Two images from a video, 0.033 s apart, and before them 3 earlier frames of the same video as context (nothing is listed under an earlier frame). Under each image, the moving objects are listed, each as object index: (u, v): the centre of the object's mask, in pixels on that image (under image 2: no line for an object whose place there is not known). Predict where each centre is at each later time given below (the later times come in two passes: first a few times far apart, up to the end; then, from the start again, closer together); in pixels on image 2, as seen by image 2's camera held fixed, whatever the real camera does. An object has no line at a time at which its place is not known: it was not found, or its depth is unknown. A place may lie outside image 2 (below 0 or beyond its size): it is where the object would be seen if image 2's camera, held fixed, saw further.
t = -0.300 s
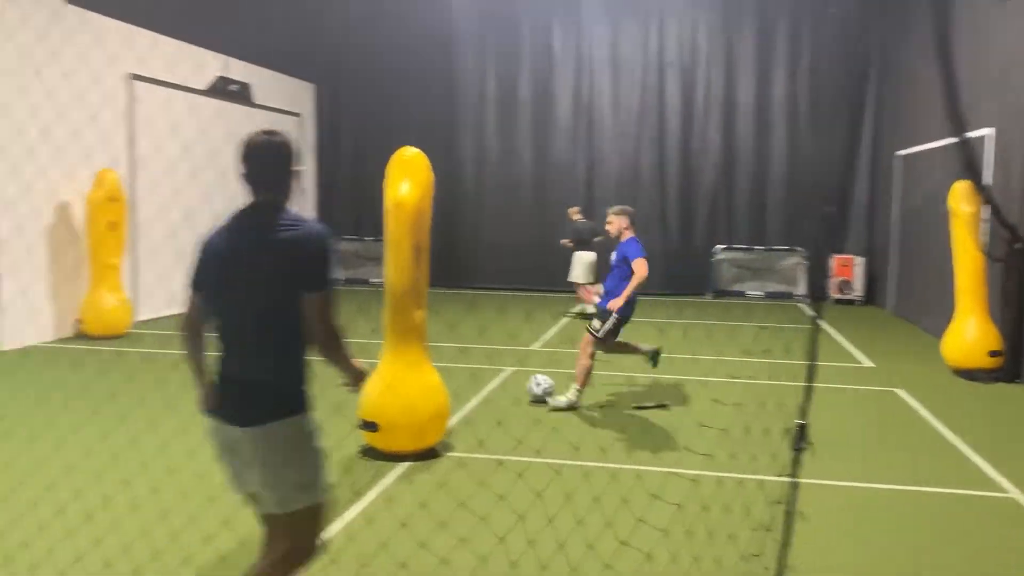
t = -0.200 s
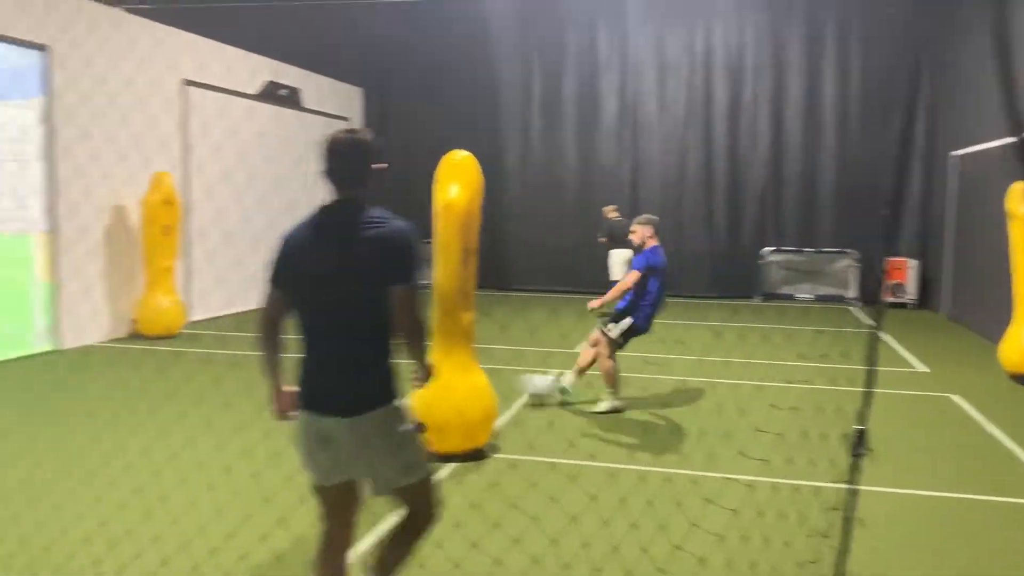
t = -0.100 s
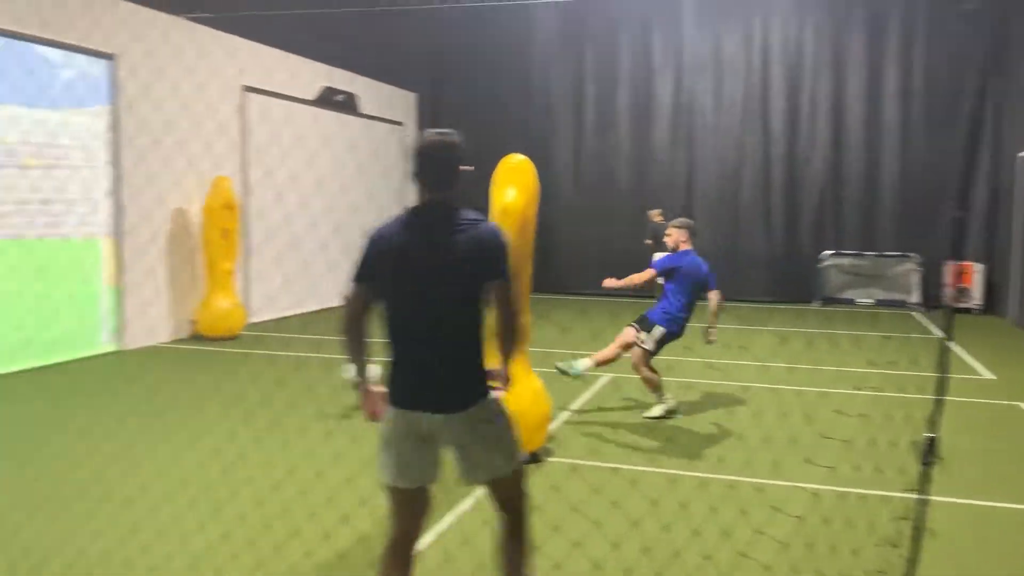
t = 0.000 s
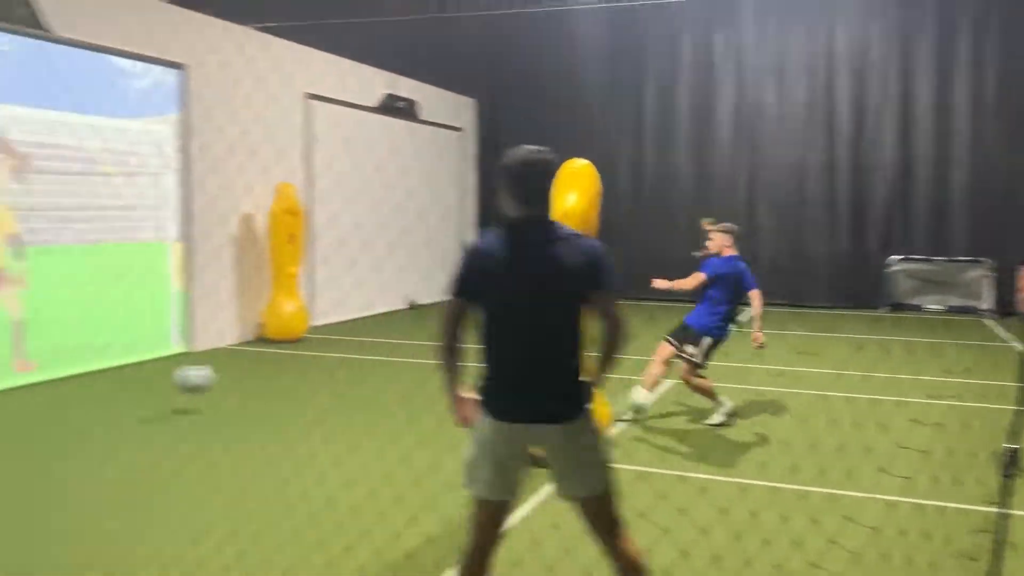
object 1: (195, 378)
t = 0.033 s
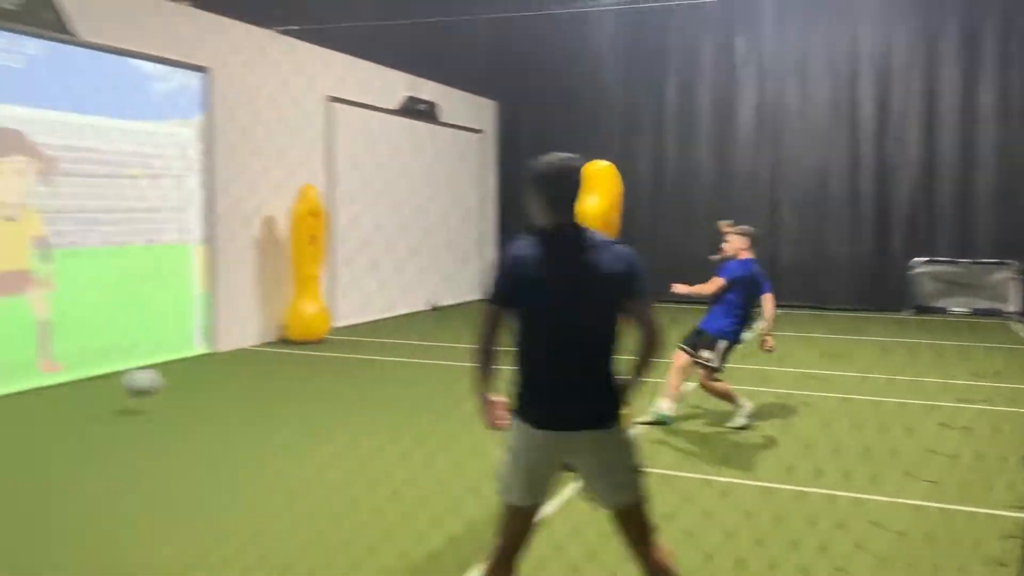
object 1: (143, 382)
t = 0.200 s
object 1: (-47, 371)
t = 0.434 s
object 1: (83, 286)
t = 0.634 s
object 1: (248, 263)
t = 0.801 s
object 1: (473, 311)
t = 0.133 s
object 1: (-72, 407)
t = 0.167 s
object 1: (-61, 386)
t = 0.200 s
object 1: (-47, 371)
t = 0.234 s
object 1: (-36, 359)
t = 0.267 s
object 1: (-18, 344)
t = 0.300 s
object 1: (-1, 330)
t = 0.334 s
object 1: (20, 318)
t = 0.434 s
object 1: (83, 286)
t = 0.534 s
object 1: (156, 267)
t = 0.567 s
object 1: (183, 265)
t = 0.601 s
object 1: (216, 262)
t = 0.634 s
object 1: (248, 263)
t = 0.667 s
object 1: (285, 266)
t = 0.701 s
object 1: (324, 270)
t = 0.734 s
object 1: (366, 280)
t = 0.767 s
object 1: (416, 293)
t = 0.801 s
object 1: (473, 311)
